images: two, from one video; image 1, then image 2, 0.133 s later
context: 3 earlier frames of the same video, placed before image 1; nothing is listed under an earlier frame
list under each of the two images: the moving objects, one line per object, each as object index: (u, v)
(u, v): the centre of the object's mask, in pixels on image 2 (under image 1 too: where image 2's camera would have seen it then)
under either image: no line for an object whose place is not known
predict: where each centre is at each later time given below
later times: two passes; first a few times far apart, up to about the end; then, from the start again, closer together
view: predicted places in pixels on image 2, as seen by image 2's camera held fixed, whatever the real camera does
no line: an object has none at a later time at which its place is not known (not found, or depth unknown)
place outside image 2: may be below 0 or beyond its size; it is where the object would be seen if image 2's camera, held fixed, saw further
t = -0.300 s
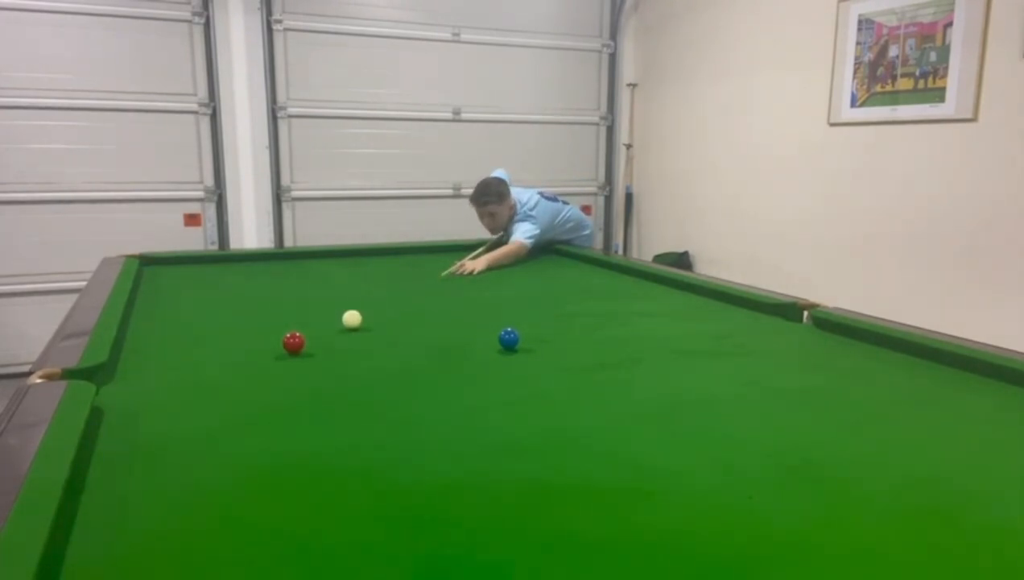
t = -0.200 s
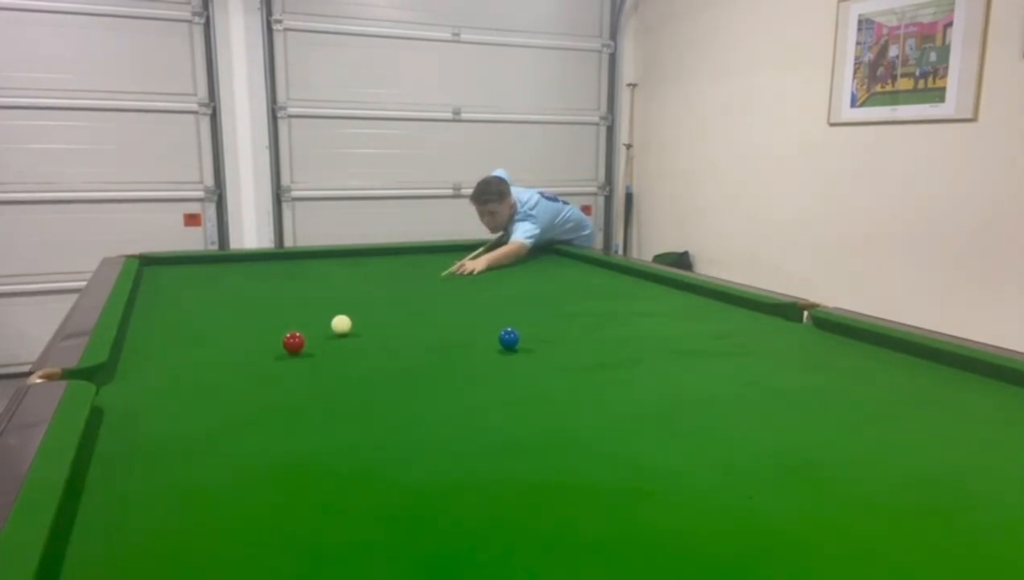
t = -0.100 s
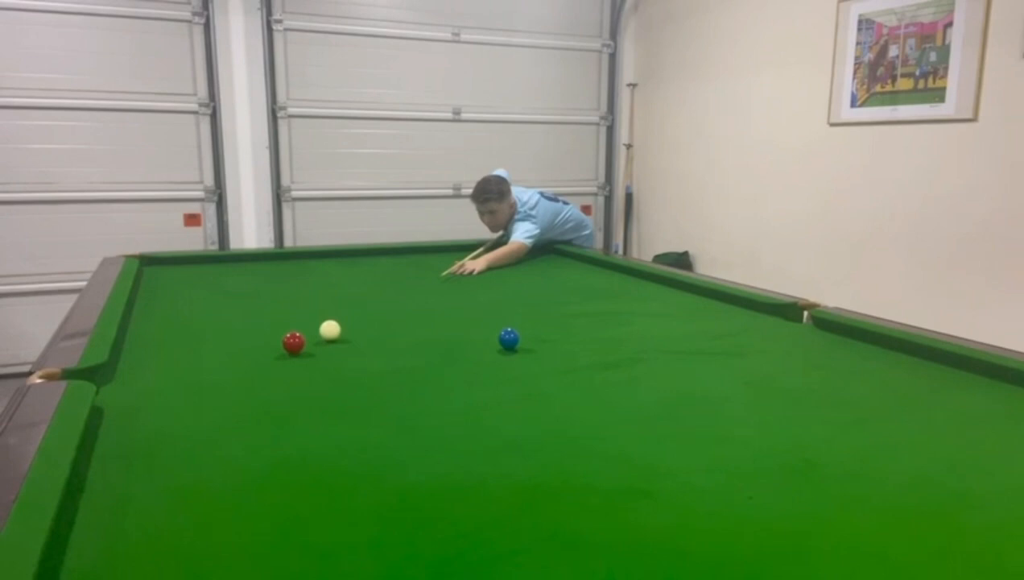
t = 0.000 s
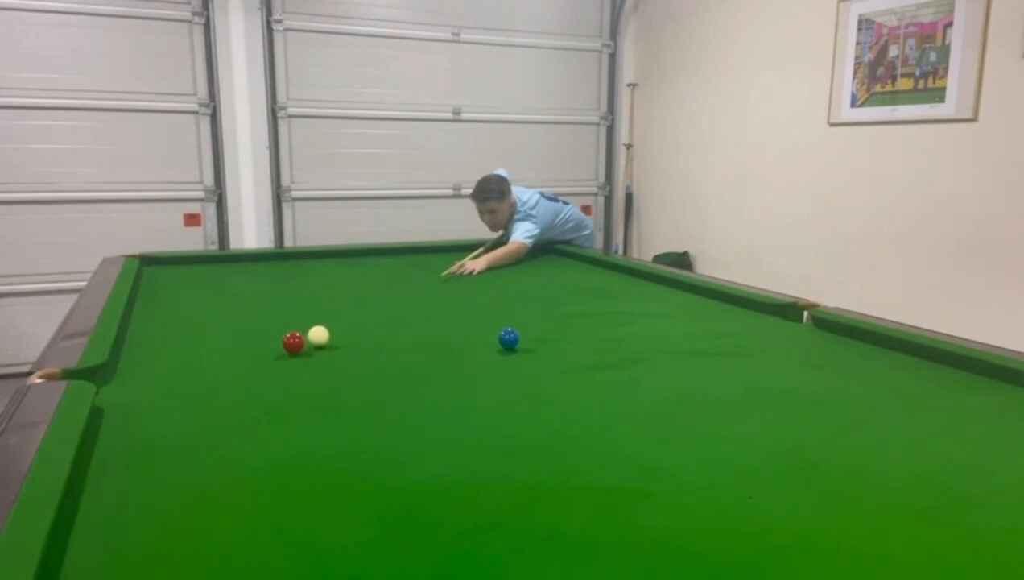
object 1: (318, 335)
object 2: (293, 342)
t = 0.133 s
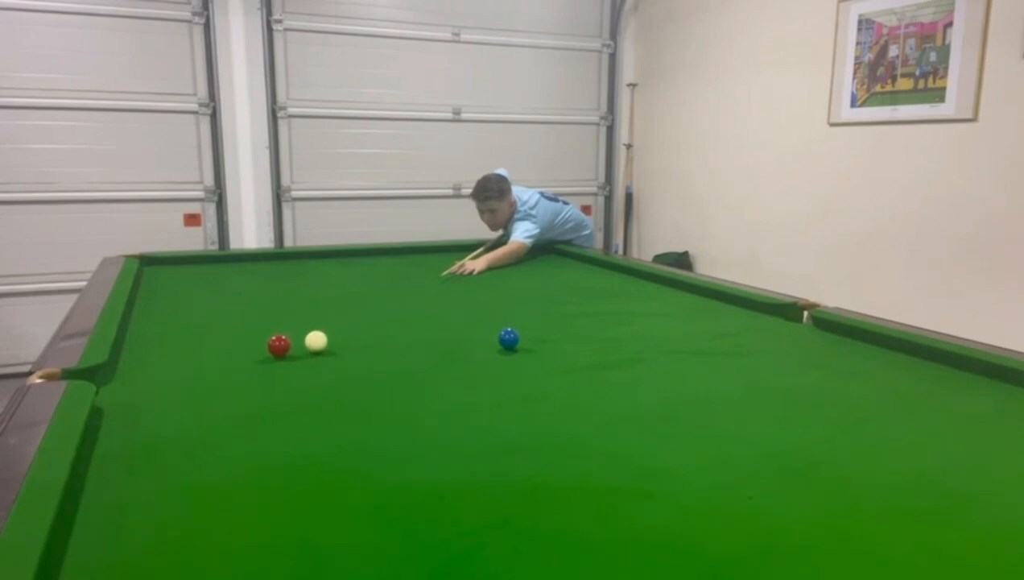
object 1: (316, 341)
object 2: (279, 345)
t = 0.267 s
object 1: (318, 345)
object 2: (261, 349)
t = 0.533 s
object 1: (323, 354)
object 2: (225, 357)
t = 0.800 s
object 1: (327, 363)
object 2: (191, 364)
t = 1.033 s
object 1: (331, 370)
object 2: (163, 370)
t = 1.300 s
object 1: (336, 378)
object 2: (131, 377)
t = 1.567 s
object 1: (341, 385)
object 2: (105, 383)
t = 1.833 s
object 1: (344, 392)
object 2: (107, 381)
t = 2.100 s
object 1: (347, 398)
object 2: (112, 378)
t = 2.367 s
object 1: (350, 403)
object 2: (114, 377)
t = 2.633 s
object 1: (352, 407)
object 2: (115, 377)
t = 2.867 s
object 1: (354, 409)
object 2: (115, 377)
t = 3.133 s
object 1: (357, 411)
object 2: (115, 377)
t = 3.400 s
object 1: (357, 411)
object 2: (115, 377)
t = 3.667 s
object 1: (356, 412)
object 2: (115, 377)
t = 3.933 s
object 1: (356, 412)
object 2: (115, 377)
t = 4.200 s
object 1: (356, 412)
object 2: (115, 377)
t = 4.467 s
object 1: (356, 412)
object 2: (115, 377)
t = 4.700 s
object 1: (356, 412)
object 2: (114, 377)
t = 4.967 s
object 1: (356, 412)
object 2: (115, 377)
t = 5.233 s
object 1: (356, 412)
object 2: (114, 377)
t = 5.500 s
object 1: (356, 412)
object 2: (114, 377)
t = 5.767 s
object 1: (356, 412)
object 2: (115, 377)
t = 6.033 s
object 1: (356, 412)
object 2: (115, 377)
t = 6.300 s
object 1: (356, 412)
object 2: (115, 377)
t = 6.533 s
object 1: (356, 412)
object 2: (115, 377)
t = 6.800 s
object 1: (356, 412)
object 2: (115, 377)
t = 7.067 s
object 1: (356, 412)
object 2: (115, 377)
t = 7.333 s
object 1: (356, 412)
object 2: (115, 377)
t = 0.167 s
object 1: (316, 342)
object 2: (275, 346)
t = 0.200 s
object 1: (317, 343)
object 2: (270, 347)
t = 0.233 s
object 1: (318, 345)
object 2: (266, 348)
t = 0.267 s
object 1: (318, 345)
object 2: (261, 349)
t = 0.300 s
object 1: (319, 347)
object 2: (257, 350)
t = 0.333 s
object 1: (319, 348)
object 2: (252, 351)
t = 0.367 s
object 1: (320, 349)
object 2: (247, 352)
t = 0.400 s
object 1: (321, 350)
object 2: (243, 353)
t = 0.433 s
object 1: (321, 351)
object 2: (239, 354)
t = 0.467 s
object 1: (322, 352)
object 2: (234, 355)
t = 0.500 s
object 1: (322, 353)
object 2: (230, 356)
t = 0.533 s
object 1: (323, 354)
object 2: (225, 357)
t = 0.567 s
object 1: (323, 355)
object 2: (221, 358)
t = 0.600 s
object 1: (324, 356)
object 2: (217, 359)
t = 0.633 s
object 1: (325, 357)
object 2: (213, 360)
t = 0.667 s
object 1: (325, 358)
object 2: (208, 360)
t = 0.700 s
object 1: (326, 359)
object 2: (204, 361)
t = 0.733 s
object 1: (326, 360)
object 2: (200, 362)
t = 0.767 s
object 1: (327, 361)
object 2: (195, 363)
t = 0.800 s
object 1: (327, 363)
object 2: (191, 364)
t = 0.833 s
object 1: (328, 364)
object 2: (187, 365)
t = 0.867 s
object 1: (329, 365)
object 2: (183, 366)
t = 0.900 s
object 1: (329, 366)
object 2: (179, 367)
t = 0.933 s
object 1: (330, 367)
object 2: (175, 367)
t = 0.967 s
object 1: (330, 367)
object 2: (171, 369)
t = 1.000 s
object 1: (331, 369)
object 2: (166, 369)
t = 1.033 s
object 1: (331, 370)
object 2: (163, 370)
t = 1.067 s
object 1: (332, 371)
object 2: (159, 371)
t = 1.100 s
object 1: (333, 372)
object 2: (155, 372)
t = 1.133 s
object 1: (333, 373)
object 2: (151, 373)
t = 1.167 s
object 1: (334, 373)
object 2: (147, 374)
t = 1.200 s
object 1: (335, 375)
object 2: (143, 375)
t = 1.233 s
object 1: (335, 375)
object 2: (139, 375)
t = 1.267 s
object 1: (336, 376)
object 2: (135, 377)
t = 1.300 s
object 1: (336, 378)
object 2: (131, 377)
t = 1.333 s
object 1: (337, 378)
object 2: (128, 378)
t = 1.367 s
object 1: (337, 379)
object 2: (124, 379)
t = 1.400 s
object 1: (338, 380)
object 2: (121, 380)
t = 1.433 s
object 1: (338, 381)
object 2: (117, 381)
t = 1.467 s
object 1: (339, 382)
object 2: (114, 381)
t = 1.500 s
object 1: (340, 383)
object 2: (110, 382)
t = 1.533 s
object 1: (340, 384)
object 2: (108, 382)
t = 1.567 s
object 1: (341, 385)
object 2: (105, 383)
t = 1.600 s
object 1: (341, 386)
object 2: (102, 382)
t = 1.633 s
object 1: (342, 387)
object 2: (103, 382)
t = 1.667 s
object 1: (342, 388)
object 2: (103, 382)
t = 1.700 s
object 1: (343, 388)
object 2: (104, 382)
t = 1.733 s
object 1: (343, 389)
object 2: (105, 382)
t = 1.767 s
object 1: (344, 390)
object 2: (105, 381)
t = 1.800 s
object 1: (344, 391)
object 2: (106, 381)
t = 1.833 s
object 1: (344, 392)
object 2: (107, 381)
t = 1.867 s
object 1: (345, 393)
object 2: (107, 380)
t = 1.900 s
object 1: (345, 393)
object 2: (108, 380)
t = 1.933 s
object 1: (346, 394)
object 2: (109, 380)
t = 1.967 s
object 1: (346, 395)
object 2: (109, 379)
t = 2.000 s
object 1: (346, 396)
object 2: (110, 379)
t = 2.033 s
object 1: (347, 396)
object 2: (111, 379)
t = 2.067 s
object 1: (347, 397)
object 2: (111, 379)
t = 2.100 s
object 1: (347, 398)
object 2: (112, 378)
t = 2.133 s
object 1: (348, 399)
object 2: (112, 378)
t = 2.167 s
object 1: (348, 399)
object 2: (112, 378)
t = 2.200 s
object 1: (348, 400)
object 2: (113, 378)
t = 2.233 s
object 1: (349, 401)
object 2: (113, 377)
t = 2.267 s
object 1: (349, 401)
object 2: (114, 377)
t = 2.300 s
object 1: (349, 402)
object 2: (114, 377)
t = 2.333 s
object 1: (350, 402)
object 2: (114, 377)
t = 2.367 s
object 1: (350, 403)
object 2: (114, 377)
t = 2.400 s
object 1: (350, 403)
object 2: (114, 377)
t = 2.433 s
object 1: (350, 404)
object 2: (114, 377)
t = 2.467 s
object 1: (351, 405)
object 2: (114, 377)
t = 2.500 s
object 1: (351, 405)
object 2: (114, 377)
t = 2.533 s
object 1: (351, 406)
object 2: (115, 377)
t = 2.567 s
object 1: (352, 406)
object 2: (115, 377)
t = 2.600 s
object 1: (352, 406)
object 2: (115, 377)
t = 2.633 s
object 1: (352, 407)
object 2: (115, 377)
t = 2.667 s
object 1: (353, 407)
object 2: (115, 377)
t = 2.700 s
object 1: (353, 407)
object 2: (115, 377)
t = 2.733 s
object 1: (353, 408)
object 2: (115, 377)
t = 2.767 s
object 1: (353, 408)
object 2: (115, 377)
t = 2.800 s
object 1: (354, 409)
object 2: (115, 377)
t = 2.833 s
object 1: (354, 409)
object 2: (115, 377)
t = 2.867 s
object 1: (354, 409)
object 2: (115, 377)
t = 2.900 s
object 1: (355, 410)
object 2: (115, 377)
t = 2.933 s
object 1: (355, 410)
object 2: (115, 377)
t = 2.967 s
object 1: (355, 410)
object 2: (115, 377)
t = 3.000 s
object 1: (355, 411)
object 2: (115, 377)
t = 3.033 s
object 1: (356, 410)
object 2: (115, 377)
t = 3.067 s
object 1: (356, 411)
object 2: (115, 377)
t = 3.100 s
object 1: (356, 411)
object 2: (115, 377)
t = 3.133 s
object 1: (357, 411)
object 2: (115, 377)
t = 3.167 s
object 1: (357, 411)
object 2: (115, 377)
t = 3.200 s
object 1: (357, 411)
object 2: (115, 377)
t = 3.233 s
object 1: (357, 411)
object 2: (115, 377)
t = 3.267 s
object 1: (357, 411)
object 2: (115, 377)
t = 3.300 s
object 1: (357, 411)
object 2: (115, 377)
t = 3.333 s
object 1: (357, 412)
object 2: (115, 377)
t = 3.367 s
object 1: (357, 412)
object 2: (115, 377)
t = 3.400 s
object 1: (357, 411)
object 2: (115, 377)
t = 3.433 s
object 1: (356, 412)
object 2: (115, 377)
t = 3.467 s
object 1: (356, 412)
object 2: (115, 377)
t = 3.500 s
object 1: (356, 412)
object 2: (115, 377)
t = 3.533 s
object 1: (356, 412)
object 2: (115, 377)
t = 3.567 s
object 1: (356, 412)
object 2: (115, 377)
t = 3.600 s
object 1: (356, 412)
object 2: (115, 377)
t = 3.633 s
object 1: (356, 412)
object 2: (115, 377)
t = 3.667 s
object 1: (356, 412)
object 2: (115, 377)
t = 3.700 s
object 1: (356, 412)
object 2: (115, 377)
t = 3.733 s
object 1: (356, 412)
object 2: (115, 377)
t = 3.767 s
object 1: (356, 412)
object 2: (115, 377)
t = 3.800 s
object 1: (356, 412)
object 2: (115, 377)
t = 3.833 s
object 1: (356, 412)
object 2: (115, 377)
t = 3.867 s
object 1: (356, 412)
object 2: (115, 377)
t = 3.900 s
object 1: (356, 412)
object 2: (115, 377)
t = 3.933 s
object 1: (356, 412)
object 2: (115, 377)
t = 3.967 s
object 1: (356, 412)
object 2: (115, 377)
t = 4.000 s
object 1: (356, 412)
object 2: (115, 377)
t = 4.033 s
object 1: (356, 412)
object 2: (115, 377)
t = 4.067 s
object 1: (356, 412)
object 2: (115, 377)
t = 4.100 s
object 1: (356, 412)
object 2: (115, 377)
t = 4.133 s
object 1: (356, 412)
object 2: (115, 377)
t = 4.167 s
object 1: (356, 412)
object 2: (115, 377)
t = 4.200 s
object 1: (356, 412)
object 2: (115, 377)
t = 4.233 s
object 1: (356, 412)
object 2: (115, 377)
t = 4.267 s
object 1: (356, 412)
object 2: (115, 377)
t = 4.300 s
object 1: (356, 412)
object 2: (115, 377)
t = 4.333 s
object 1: (356, 412)
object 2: (115, 377)
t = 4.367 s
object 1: (356, 412)
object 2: (115, 377)
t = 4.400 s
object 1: (356, 412)
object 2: (115, 377)
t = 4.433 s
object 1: (356, 412)
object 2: (115, 377)
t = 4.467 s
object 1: (356, 412)
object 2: (115, 377)
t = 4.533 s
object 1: (356, 412)
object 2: (115, 377)
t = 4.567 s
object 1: (356, 412)
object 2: (115, 377)
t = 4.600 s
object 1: (356, 412)
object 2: (115, 377)
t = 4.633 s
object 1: (356, 412)
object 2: (115, 377)
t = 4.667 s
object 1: (356, 412)
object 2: (114, 377)
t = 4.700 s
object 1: (356, 412)
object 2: (114, 377)
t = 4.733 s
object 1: (356, 412)
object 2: (115, 377)
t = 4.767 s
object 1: (356, 412)
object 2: (115, 377)
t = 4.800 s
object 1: (356, 412)
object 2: (115, 377)
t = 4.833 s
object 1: (356, 412)
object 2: (115, 377)
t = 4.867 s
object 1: (356, 412)
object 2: (115, 377)
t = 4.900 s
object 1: (356, 412)
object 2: (115, 377)
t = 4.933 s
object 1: (356, 412)
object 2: (115, 377)
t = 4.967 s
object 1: (356, 412)
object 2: (115, 377)
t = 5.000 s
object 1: (356, 412)
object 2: (115, 377)
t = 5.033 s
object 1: (356, 412)
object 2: (115, 377)
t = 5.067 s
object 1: (356, 412)
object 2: (115, 377)
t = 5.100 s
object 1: (356, 412)
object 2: (115, 377)
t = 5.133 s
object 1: (356, 412)
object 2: (115, 377)
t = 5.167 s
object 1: (356, 412)
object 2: (114, 377)
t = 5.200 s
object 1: (356, 412)
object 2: (114, 377)
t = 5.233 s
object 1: (356, 412)
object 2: (114, 377)
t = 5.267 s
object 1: (356, 412)
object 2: (114, 377)
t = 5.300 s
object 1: (356, 412)
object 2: (114, 377)
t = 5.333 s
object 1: (356, 412)
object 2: (114, 377)
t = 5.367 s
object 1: (356, 412)
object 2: (114, 377)
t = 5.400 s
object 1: (356, 412)
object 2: (115, 377)
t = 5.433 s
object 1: (356, 412)
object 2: (114, 377)
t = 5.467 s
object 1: (356, 412)
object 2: (114, 377)
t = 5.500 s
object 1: (356, 412)
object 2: (114, 377)
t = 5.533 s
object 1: (356, 412)
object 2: (115, 377)
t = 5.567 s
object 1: (356, 412)
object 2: (115, 377)
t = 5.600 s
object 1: (356, 412)
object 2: (115, 377)
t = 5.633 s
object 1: (356, 412)
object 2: (115, 377)
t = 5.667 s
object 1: (356, 412)
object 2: (114, 377)
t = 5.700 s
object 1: (356, 412)
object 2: (115, 377)
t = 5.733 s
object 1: (356, 412)
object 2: (115, 377)
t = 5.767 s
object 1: (356, 412)
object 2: (115, 377)
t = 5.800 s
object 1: (356, 412)
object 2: (115, 377)
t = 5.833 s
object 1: (356, 412)
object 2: (115, 377)
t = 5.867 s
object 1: (356, 412)
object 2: (114, 377)
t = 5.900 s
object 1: (356, 412)
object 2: (115, 377)
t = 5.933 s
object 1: (356, 412)
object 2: (115, 377)
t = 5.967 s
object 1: (356, 412)
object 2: (115, 377)
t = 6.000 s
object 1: (356, 412)
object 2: (115, 377)
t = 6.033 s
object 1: (356, 412)
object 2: (115, 377)
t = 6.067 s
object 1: (356, 412)
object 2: (115, 377)
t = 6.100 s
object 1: (356, 412)
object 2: (115, 377)
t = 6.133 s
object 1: (356, 412)
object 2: (115, 377)
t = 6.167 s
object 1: (356, 412)
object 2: (115, 377)
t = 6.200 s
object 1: (356, 412)
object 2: (115, 377)
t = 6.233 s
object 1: (356, 412)
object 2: (115, 377)
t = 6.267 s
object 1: (356, 412)
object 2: (115, 377)
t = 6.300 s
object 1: (356, 412)
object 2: (115, 377)
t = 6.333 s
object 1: (356, 412)
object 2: (115, 377)
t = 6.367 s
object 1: (356, 412)
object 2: (115, 377)
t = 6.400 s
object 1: (356, 412)
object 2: (115, 377)
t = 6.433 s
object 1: (356, 412)
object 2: (115, 377)
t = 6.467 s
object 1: (356, 412)
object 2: (115, 377)
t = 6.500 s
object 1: (356, 412)
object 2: (115, 377)
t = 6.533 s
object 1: (356, 412)
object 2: (115, 377)
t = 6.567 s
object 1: (356, 412)
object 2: (115, 377)
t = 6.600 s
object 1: (356, 412)
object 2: (115, 377)
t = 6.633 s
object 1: (356, 412)
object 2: (115, 377)
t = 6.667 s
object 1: (356, 412)
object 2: (115, 377)
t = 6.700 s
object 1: (356, 412)
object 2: (115, 377)
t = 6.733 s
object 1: (356, 412)
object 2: (115, 377)
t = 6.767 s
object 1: (356, 412)
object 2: (115, 377)
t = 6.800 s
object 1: (356, 412)
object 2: (115, 377)
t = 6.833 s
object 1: (356, 412)
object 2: (115, 377)
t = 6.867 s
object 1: (356, 412)
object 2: (115, 377)
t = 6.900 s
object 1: (356, 412)
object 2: (115, 377)
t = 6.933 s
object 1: (356, 412)
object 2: (115, 377)
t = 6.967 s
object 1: (356, 412)
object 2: (115, 377)
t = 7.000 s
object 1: (356, 412)
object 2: (115, 377)
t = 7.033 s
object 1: (356, 412)
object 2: (115, 377)
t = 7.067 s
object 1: (356, 412)
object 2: (115, 377)
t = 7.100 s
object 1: (356, 412)
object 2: (115, 377)
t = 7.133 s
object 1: (356, 412)
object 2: (115, 377)
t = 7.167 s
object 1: (356, 412)
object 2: (115, 377)
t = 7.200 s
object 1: (356, 412)
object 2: (115, 377)
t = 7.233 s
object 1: (356, 412)
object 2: (115, 377)
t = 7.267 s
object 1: (356, 412)
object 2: (115, 377)
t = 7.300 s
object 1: (356, 412)
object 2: (115, 377)
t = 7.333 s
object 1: (356, 412)
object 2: (115, 377)
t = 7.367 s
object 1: (356, 412)
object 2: (115, 377)
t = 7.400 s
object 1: (356, 412)
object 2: (115, 377)
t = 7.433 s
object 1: (356, 412)
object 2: (115, 377)
